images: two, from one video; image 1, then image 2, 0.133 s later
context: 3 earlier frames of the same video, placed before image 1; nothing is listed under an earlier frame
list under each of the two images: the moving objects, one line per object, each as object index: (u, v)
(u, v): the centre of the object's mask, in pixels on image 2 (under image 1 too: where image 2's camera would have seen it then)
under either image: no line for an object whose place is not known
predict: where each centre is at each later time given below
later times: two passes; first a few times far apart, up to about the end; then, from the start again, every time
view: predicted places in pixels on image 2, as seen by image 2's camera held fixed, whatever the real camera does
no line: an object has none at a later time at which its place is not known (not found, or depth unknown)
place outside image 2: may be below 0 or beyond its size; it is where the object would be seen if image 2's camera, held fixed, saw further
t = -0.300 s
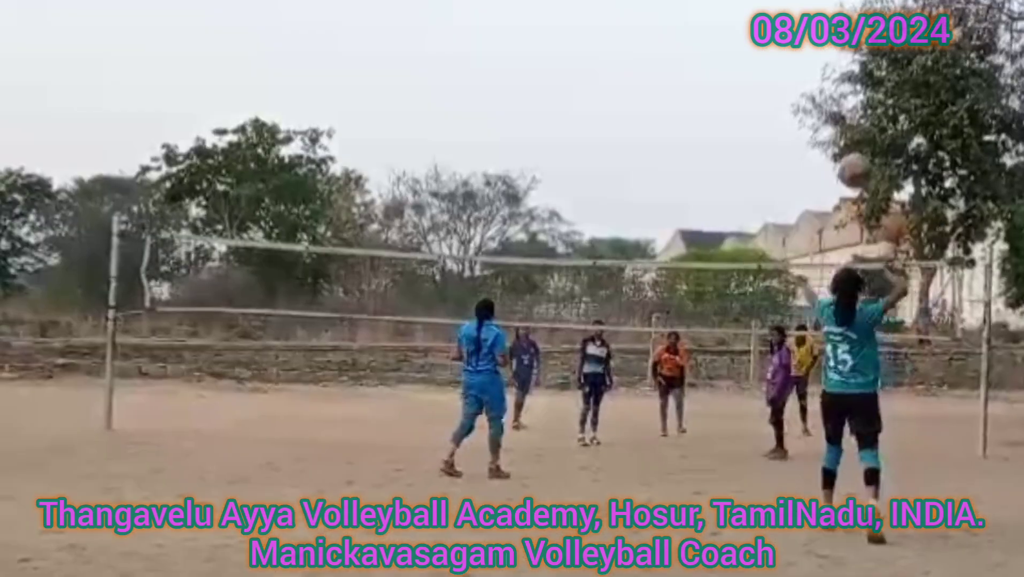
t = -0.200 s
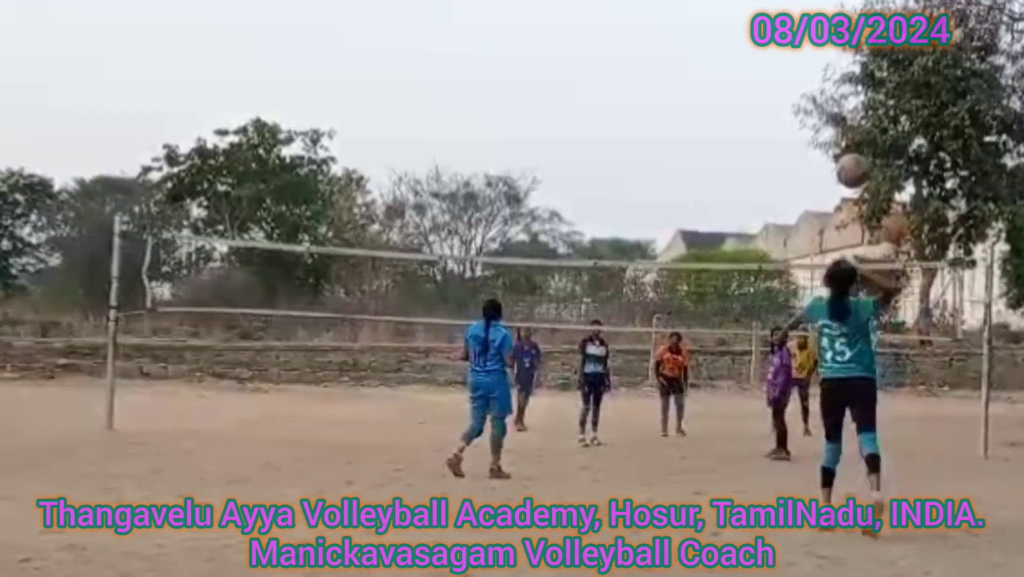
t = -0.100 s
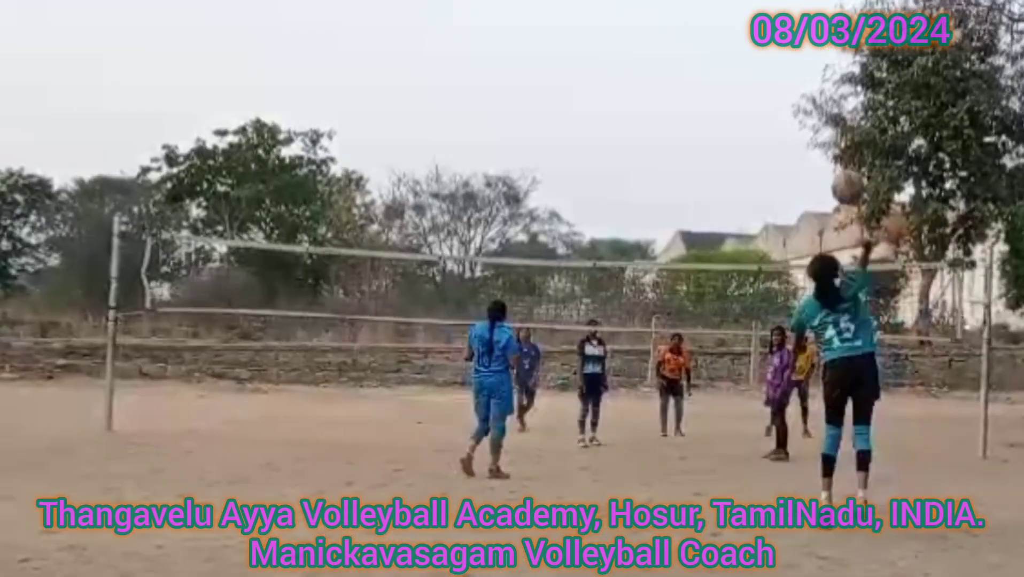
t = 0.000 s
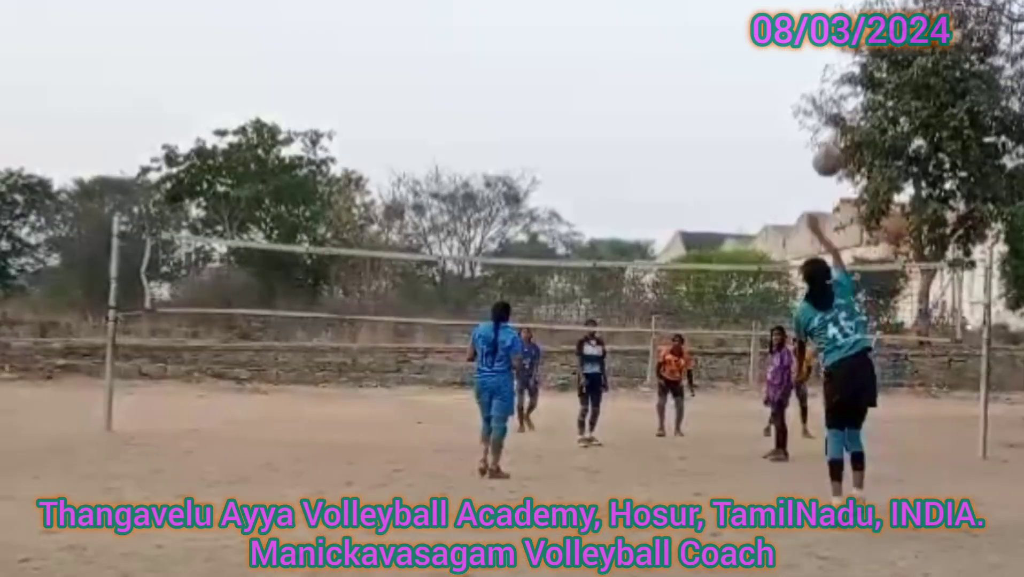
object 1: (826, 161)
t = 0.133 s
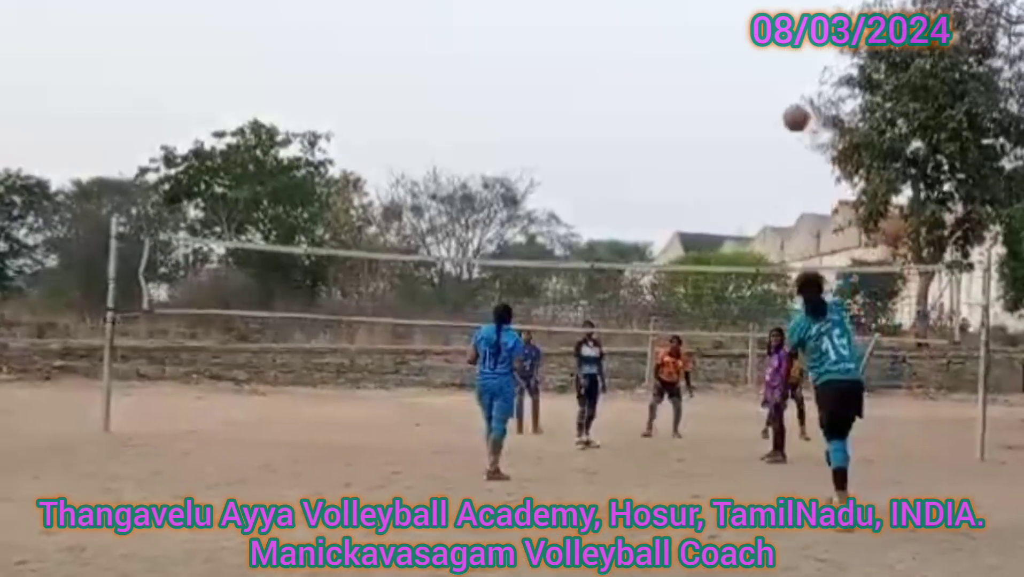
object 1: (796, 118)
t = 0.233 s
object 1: (778, 108)
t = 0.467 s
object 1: (749, 137)
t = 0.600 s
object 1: (736, 175)
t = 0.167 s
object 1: (789, 113)
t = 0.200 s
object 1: (783, 109)
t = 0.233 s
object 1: (778, 108)
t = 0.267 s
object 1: (772, 108)
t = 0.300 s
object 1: (767, 110)
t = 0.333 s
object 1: (763, 113)
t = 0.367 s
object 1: (759, 117)
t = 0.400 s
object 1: (755, 122)
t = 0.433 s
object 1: (752, 129)
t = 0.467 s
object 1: (749, 137)
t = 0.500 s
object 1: (745, 146)
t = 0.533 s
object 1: (742, 155)
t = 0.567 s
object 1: (739, 165)
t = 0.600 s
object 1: (736, 175)
